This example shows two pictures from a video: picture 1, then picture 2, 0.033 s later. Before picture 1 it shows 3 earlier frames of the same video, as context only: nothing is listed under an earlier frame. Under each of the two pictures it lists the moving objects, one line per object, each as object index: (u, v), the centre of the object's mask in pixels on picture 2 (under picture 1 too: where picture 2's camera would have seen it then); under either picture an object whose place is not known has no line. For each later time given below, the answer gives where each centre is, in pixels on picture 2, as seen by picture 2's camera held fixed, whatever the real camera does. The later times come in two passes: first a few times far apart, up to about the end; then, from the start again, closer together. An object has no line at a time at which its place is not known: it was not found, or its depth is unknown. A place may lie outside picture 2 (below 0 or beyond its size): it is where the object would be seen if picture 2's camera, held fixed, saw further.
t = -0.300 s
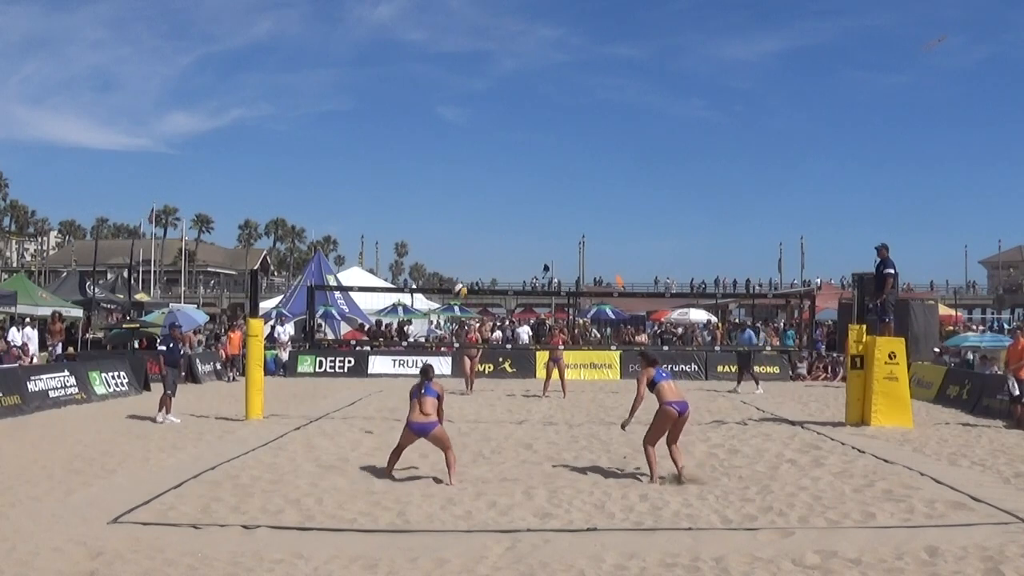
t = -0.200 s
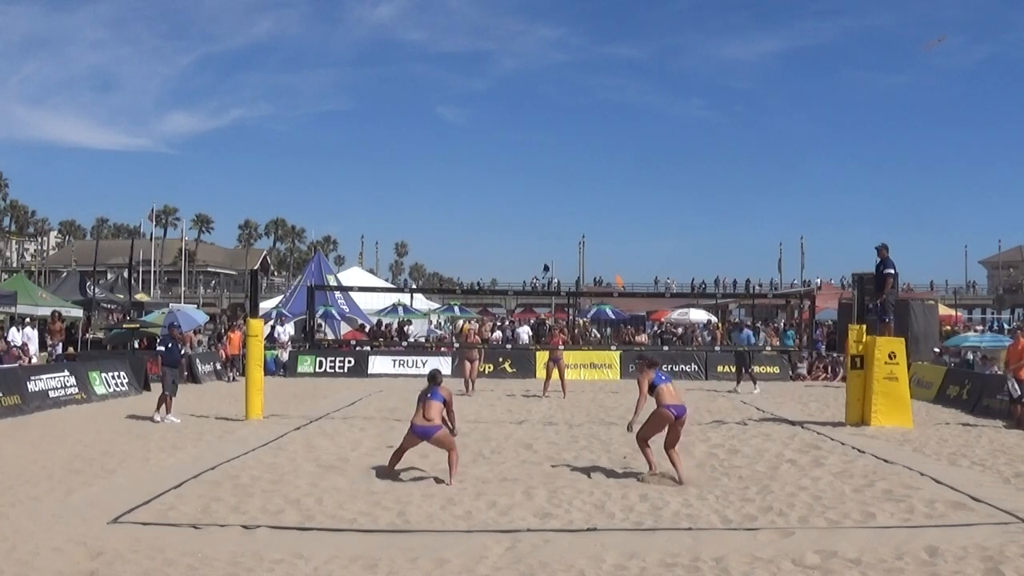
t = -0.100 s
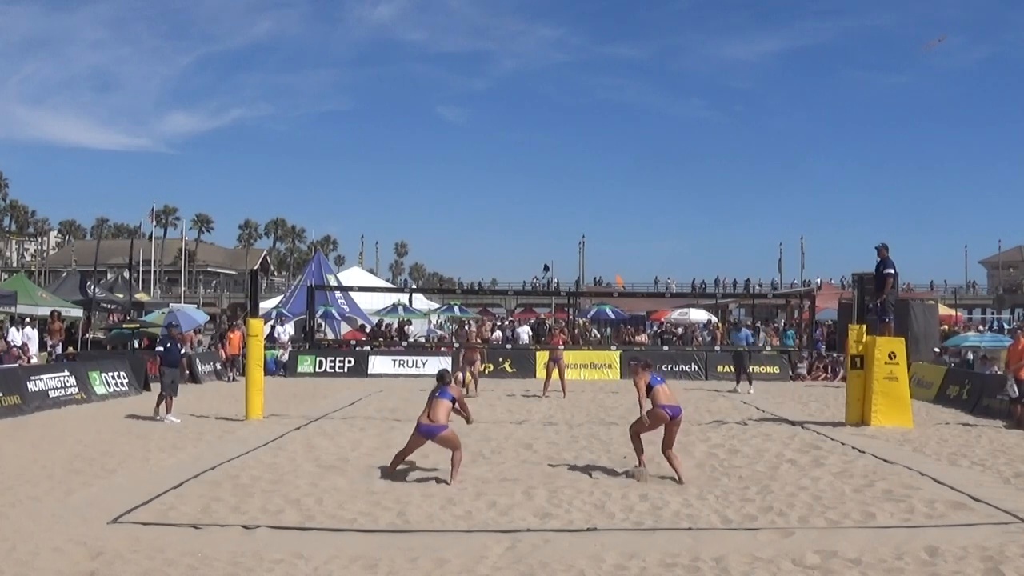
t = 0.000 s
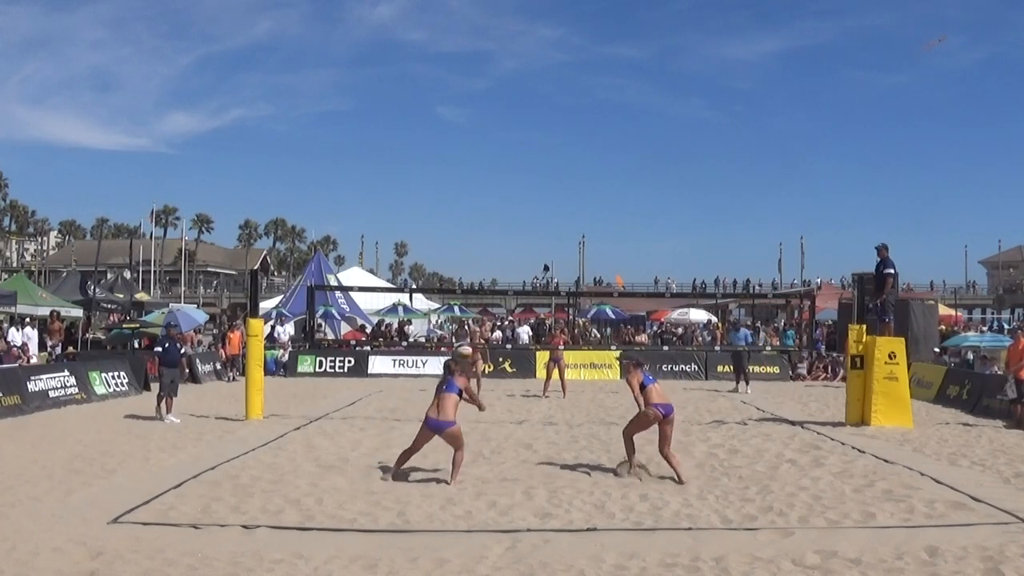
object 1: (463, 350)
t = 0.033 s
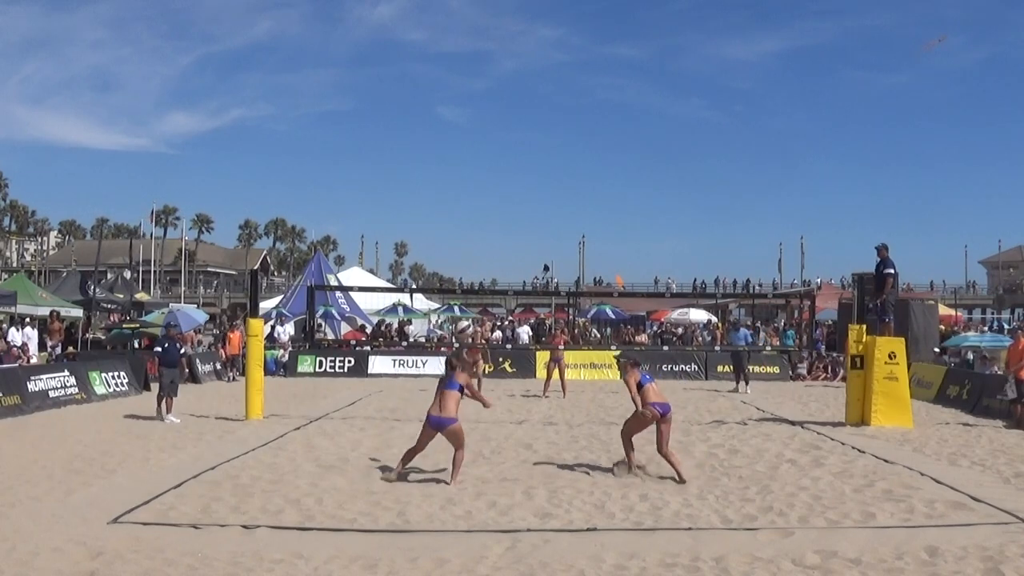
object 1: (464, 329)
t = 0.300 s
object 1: (465, 197)
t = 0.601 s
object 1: (465, 131)
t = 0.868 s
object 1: (462, 134)
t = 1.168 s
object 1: (458, 197)
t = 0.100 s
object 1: (466, 288)
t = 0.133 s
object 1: (464, 271)
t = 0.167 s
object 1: (464, 254)
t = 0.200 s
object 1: (464, 239)
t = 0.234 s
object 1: (465, 224)
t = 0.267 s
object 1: (465, 210)
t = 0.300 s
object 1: (465, 197)
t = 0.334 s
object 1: (465, 186)
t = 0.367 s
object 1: (466, 175)
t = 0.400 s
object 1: (465, 166)
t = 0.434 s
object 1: (466, 158)
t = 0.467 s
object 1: (466, 150)
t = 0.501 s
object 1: (465, 144)
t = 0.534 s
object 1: (466, 139)
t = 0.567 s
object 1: (466, 135)
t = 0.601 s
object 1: (465, 131)
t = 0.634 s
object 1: (465, 129)
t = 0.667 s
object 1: (465, 127)
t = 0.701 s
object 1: (464, 125)
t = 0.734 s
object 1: (464, 126)
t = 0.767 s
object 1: (464, 126)
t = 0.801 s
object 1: (464, 128)
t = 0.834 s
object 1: (463, 130)
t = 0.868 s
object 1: (462, 134)
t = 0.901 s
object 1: (462, 138)
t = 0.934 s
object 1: (461, 142)
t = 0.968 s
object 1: (461, 148)
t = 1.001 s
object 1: (461, 154)
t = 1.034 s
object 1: (460, 161)
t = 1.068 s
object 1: (459, 169)
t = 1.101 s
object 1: (459, 178)
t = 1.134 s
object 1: (458, 186)
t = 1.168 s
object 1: (458, 197)
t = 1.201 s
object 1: (458, 207)
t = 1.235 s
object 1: (457, 219)
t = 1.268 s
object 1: (456, 231)
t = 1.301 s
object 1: (456, 243)
